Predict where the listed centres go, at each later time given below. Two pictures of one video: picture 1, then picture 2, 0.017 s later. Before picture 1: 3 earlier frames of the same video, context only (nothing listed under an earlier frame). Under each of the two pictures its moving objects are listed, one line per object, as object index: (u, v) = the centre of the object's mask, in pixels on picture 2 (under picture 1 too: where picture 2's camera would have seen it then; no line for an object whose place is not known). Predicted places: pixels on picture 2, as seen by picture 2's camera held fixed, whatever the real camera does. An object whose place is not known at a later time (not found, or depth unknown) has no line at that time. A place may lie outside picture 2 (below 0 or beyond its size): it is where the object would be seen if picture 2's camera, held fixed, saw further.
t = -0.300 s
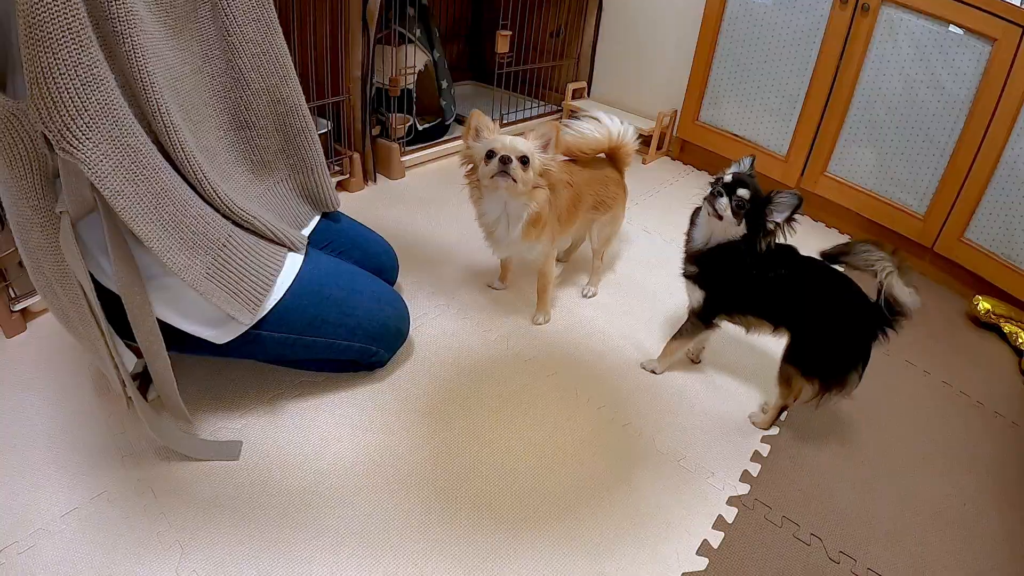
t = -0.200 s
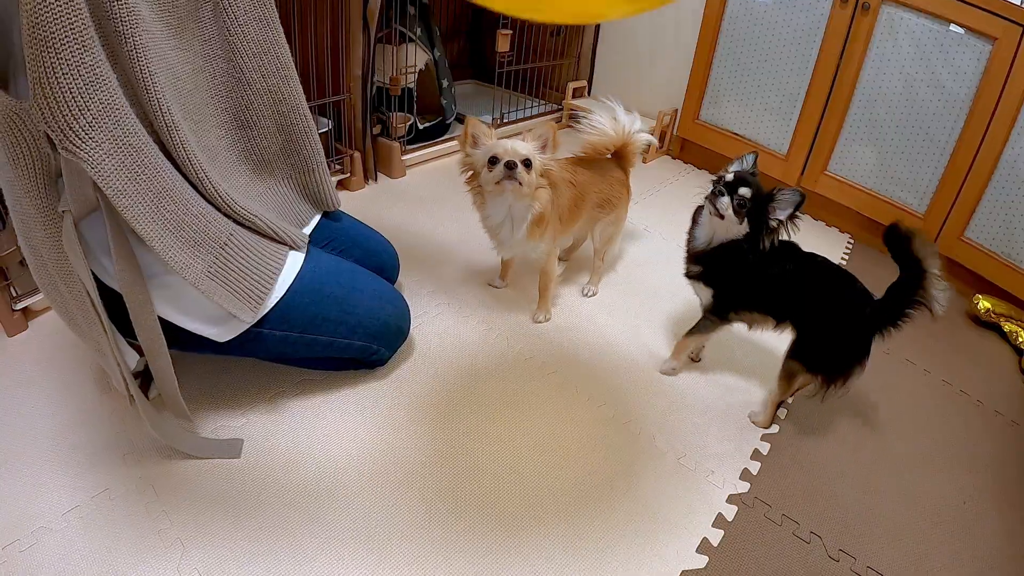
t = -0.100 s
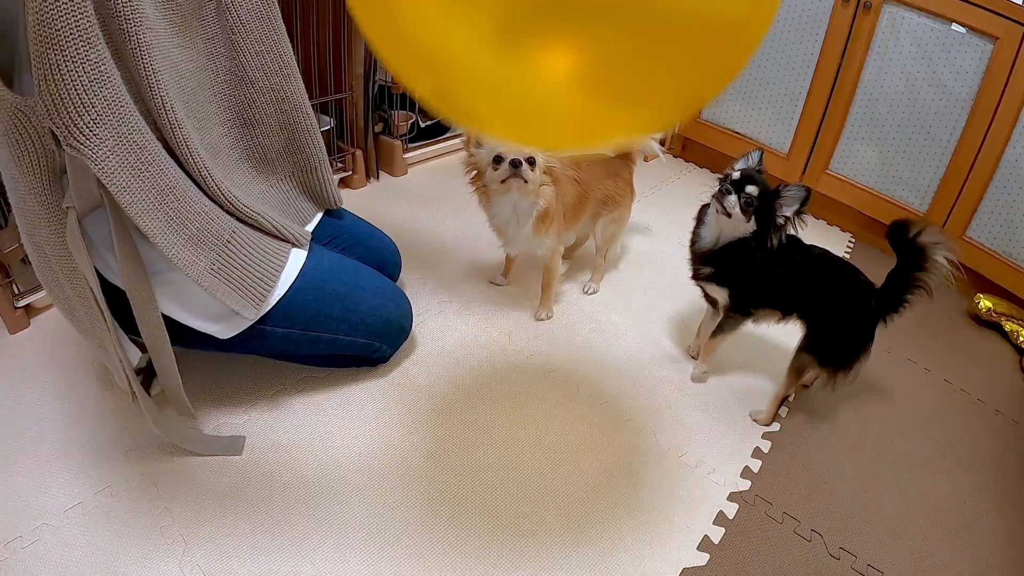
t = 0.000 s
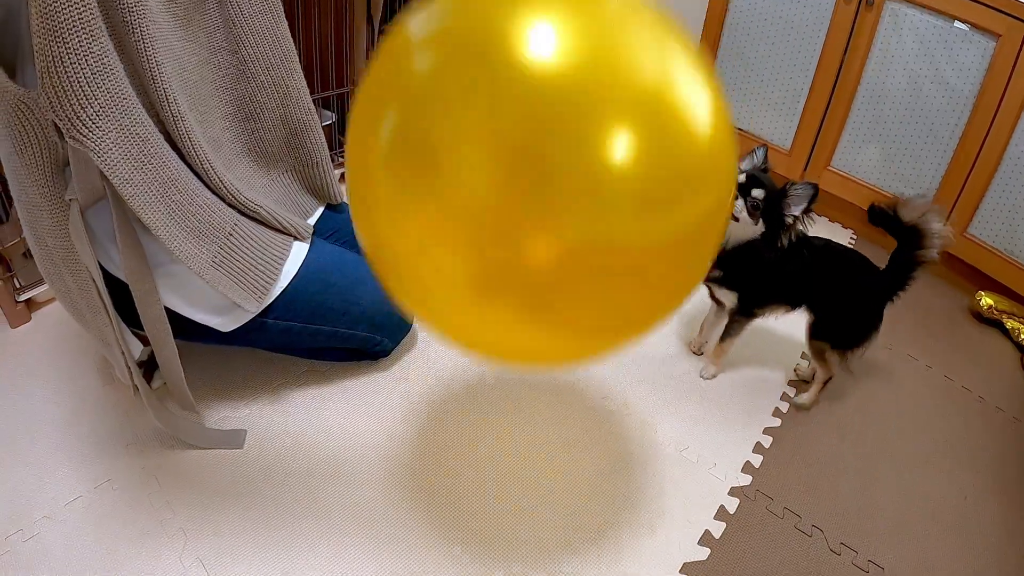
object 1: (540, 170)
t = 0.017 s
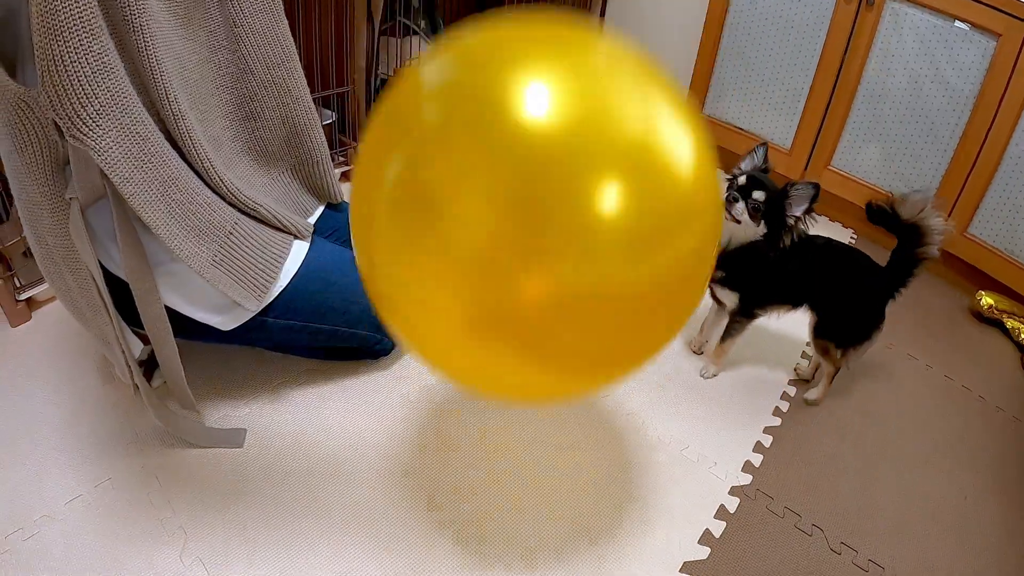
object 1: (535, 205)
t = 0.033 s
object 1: (529, 252)
